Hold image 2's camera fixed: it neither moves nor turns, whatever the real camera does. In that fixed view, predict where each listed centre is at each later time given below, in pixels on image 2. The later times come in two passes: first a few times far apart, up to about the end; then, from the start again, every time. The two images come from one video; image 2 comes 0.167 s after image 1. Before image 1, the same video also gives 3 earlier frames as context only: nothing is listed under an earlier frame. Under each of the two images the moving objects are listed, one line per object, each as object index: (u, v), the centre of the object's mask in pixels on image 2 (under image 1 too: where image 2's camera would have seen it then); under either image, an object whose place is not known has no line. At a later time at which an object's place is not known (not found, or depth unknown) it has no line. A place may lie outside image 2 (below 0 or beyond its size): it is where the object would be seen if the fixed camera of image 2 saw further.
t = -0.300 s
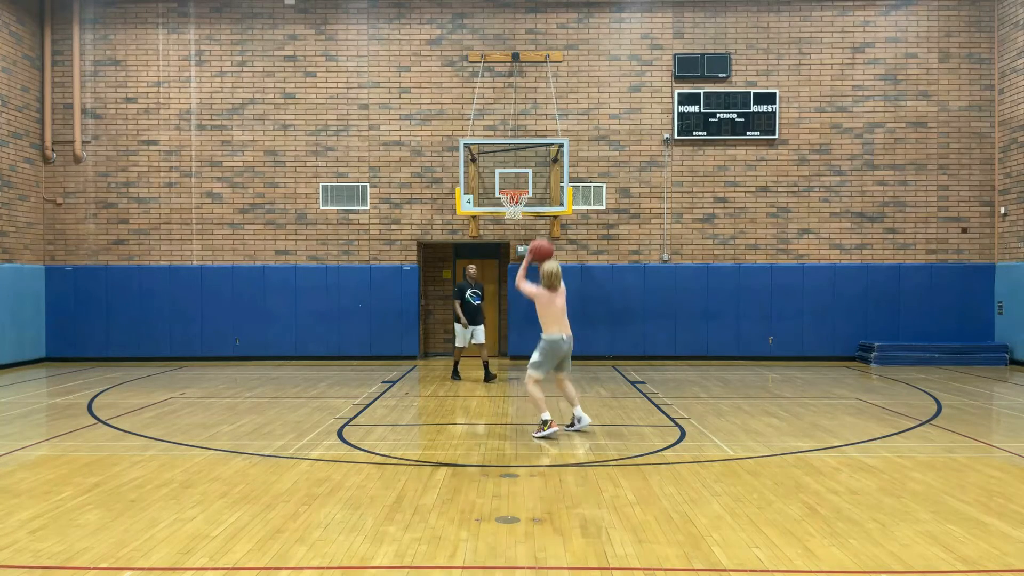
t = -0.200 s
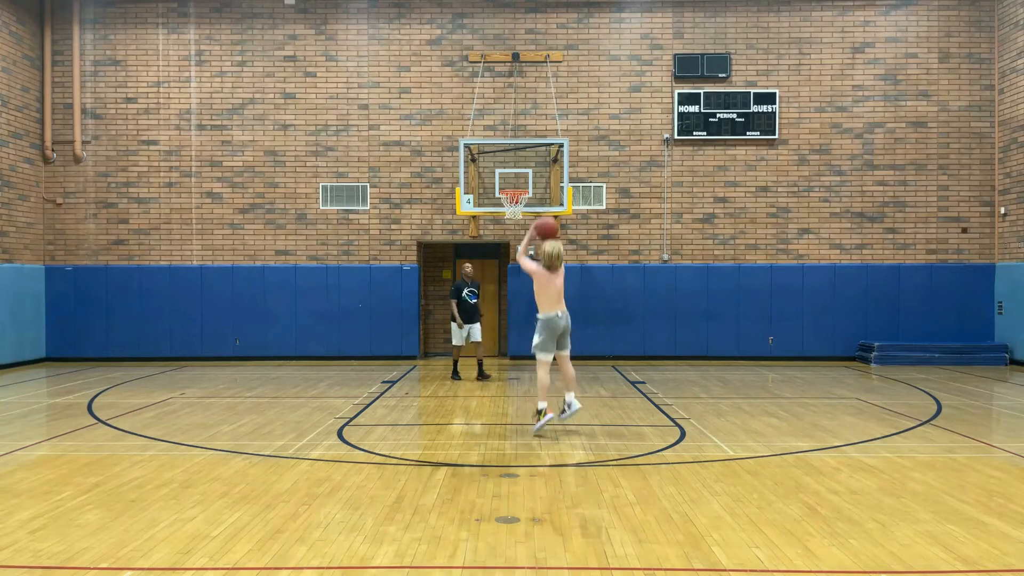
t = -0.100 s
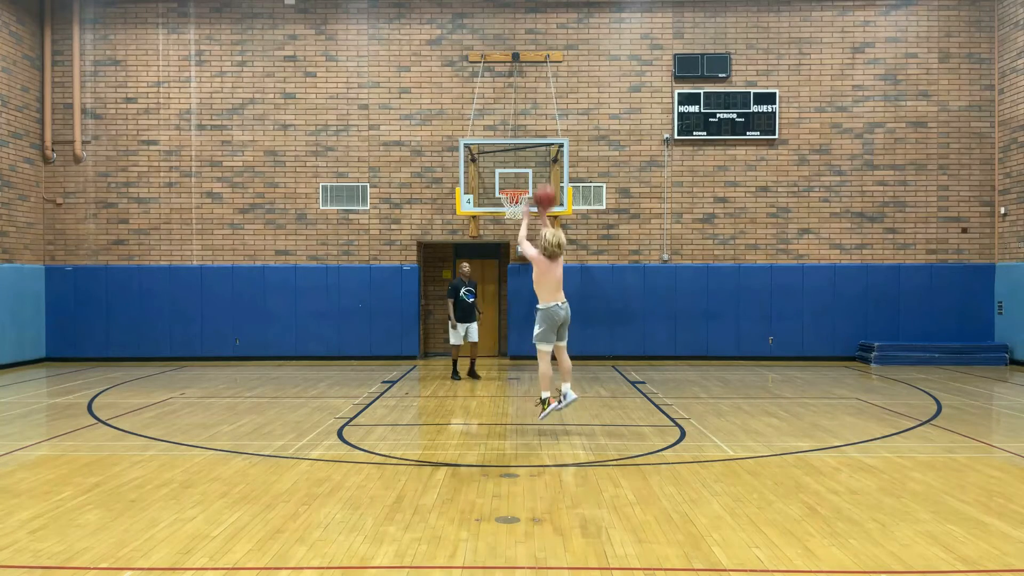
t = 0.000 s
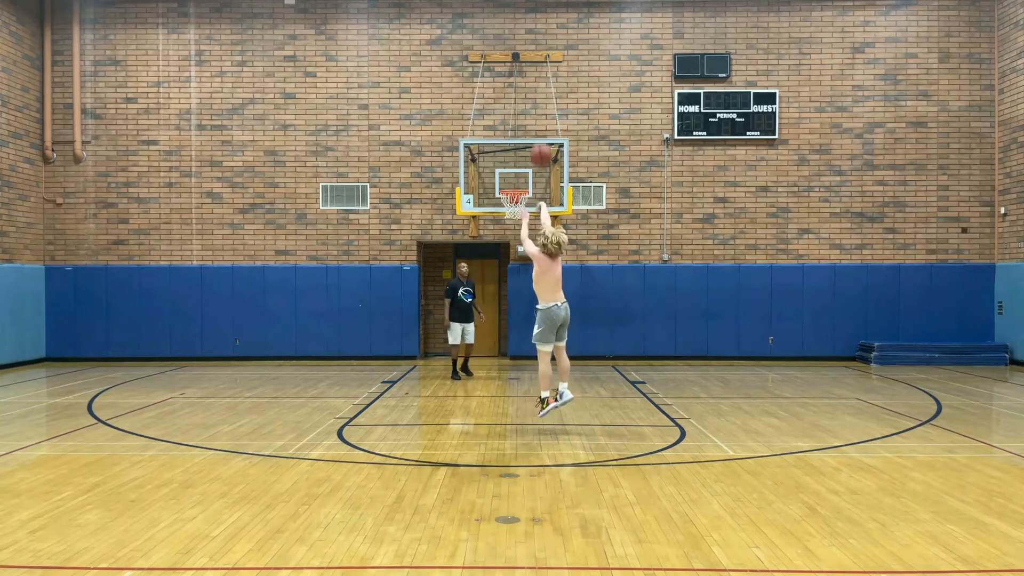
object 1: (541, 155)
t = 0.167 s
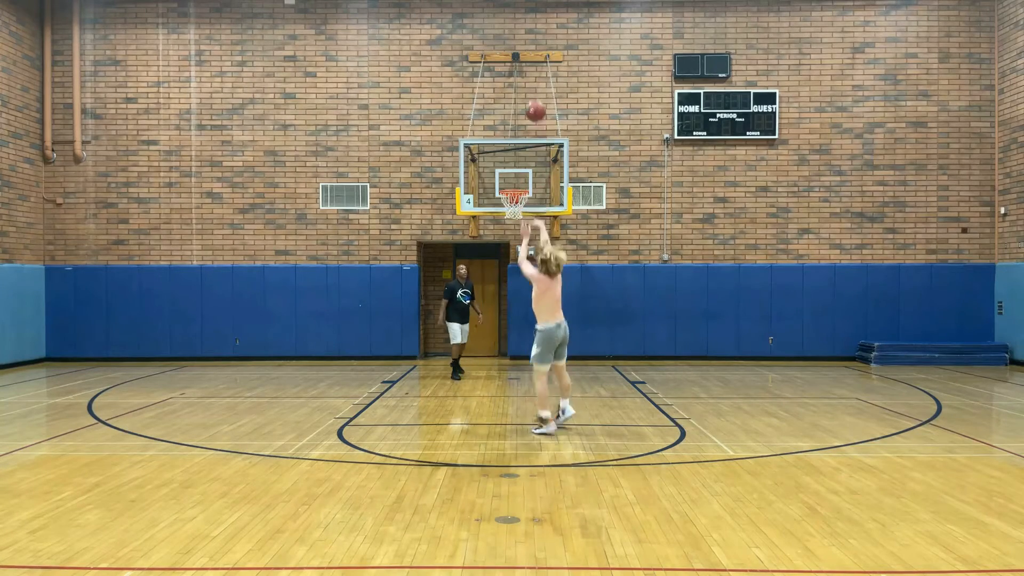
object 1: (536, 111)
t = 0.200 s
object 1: (535, 106)
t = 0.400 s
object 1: (530, 96)
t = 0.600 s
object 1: (526, 114)
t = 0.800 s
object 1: (522, 155)
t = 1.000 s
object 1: (514, 200)
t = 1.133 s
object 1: (504, 211)
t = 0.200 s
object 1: (535, 106)
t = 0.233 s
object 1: (534, 102)
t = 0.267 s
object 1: (533, 99)
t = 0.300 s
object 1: (532, 97)
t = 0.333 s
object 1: (531, 96)
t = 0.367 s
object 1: (530, 95)
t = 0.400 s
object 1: (530, 96)
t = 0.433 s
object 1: (529, 97)
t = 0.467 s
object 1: (528, 99)
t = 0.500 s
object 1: (527, 102)
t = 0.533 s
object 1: (527, 106)
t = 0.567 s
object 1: (527, 110)
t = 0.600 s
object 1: (526, 114)
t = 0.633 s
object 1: (525, 120)
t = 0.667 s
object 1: (525, 126)
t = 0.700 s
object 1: (524, 132)
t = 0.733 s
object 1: (523, 140)
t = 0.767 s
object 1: (523, 147)
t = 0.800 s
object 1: (522, 155)
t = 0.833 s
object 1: (522, 163)
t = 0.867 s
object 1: (521, 173)
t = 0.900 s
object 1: (522, 181)
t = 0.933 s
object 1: (521, 187)
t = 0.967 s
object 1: (514, 198)
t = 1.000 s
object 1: (514, 200)
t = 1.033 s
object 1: (508, 208)
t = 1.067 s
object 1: (510, 205)
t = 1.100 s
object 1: (506, 211)
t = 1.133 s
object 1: (504, 211)
